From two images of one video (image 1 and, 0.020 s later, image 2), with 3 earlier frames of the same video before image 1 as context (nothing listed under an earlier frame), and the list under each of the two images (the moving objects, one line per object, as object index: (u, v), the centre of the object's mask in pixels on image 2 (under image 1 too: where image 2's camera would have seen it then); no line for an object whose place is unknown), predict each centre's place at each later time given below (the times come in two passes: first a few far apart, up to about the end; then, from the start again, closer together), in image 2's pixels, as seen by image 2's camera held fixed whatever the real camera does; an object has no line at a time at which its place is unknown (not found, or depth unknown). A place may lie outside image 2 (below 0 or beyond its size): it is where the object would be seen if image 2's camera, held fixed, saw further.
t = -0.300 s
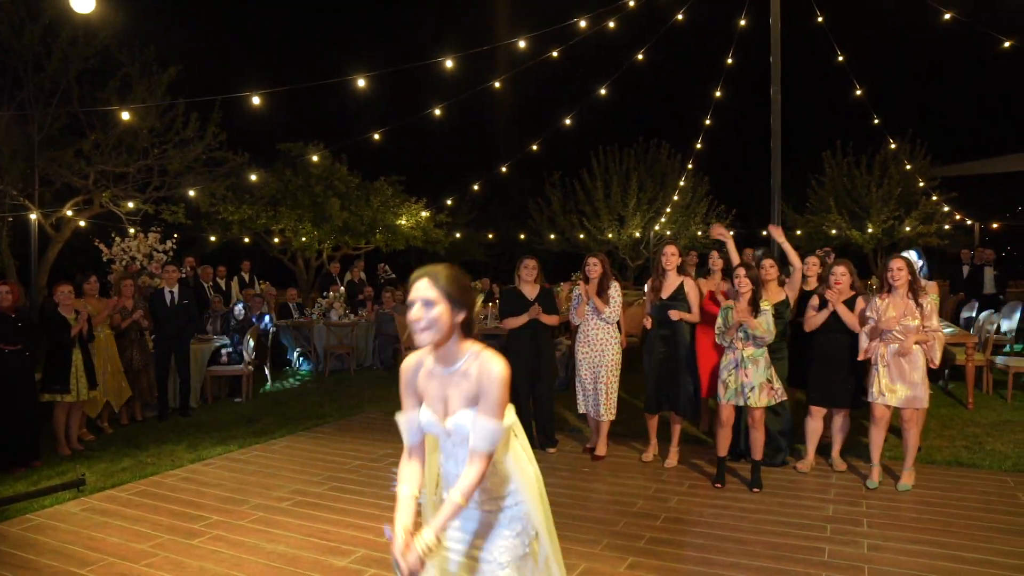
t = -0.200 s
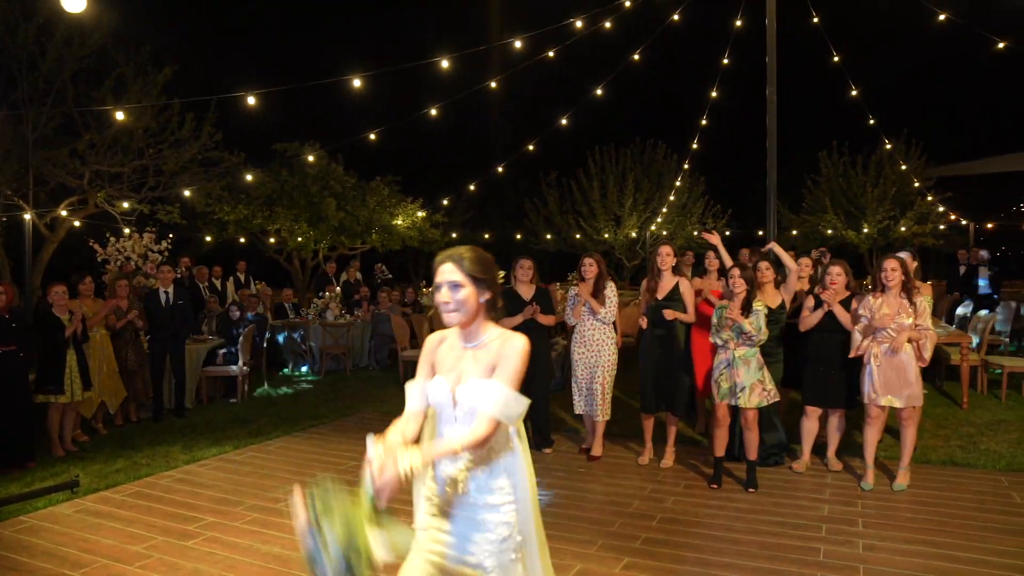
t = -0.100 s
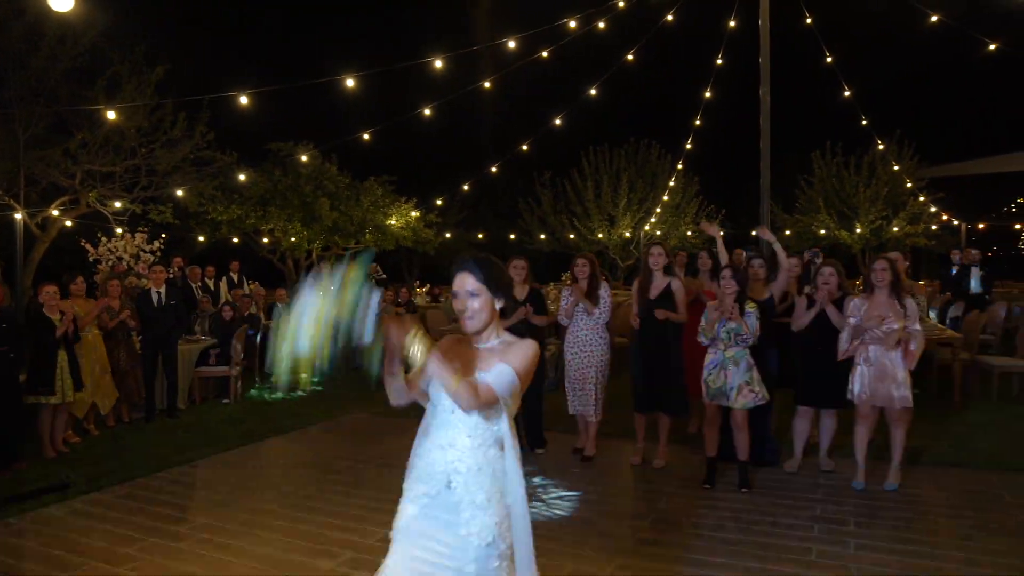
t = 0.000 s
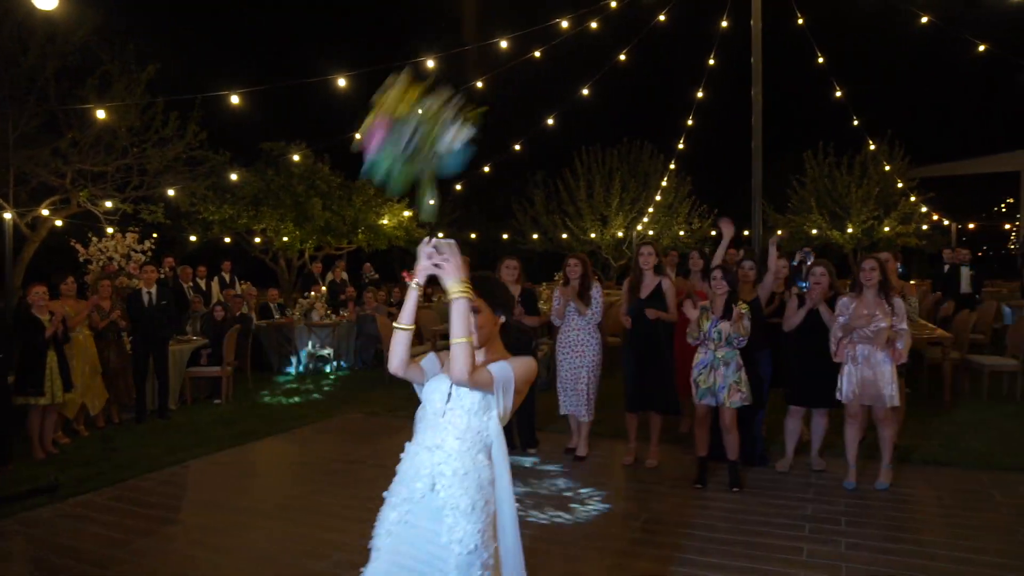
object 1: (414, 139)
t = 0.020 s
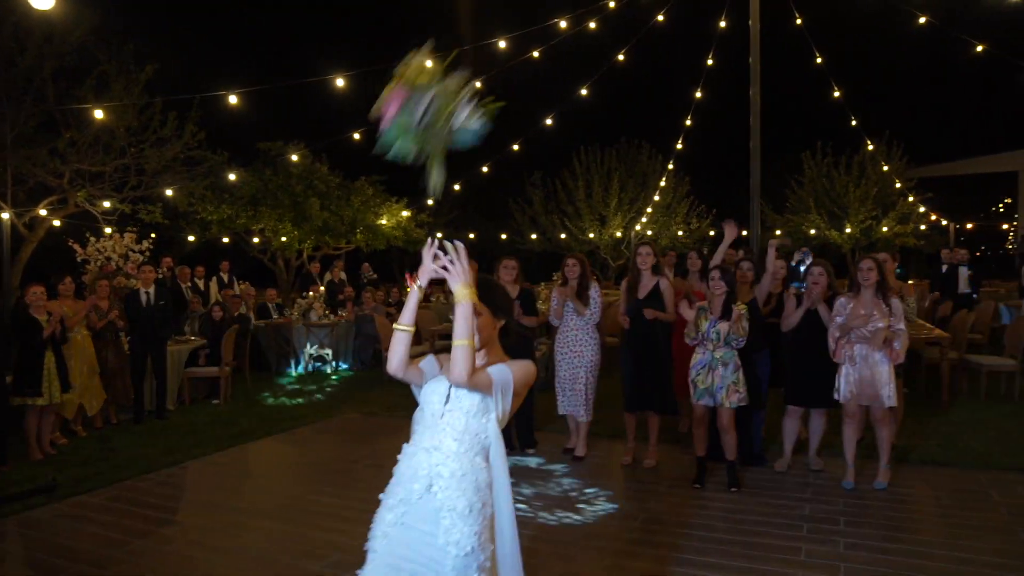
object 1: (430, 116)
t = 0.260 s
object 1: (571, 19)
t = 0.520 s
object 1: (642, 51)
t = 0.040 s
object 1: (445, 95)
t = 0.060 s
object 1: (461, 79)
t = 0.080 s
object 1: (475, 64)
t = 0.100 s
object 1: (486, 52)
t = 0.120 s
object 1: (498, 44)
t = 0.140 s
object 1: (508, 37)
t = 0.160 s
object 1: (521, 32)
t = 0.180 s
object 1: (531, 28)
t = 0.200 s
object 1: (541, 25)
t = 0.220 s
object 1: (552, 22)
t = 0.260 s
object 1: (571, 19)
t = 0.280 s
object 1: (579, 19)
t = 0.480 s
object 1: (635, 38)
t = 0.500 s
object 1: (638, 44)
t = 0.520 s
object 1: (642, 51)
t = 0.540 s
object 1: (646, 58)
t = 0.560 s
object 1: (649, 67)
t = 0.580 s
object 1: (653, 77)
